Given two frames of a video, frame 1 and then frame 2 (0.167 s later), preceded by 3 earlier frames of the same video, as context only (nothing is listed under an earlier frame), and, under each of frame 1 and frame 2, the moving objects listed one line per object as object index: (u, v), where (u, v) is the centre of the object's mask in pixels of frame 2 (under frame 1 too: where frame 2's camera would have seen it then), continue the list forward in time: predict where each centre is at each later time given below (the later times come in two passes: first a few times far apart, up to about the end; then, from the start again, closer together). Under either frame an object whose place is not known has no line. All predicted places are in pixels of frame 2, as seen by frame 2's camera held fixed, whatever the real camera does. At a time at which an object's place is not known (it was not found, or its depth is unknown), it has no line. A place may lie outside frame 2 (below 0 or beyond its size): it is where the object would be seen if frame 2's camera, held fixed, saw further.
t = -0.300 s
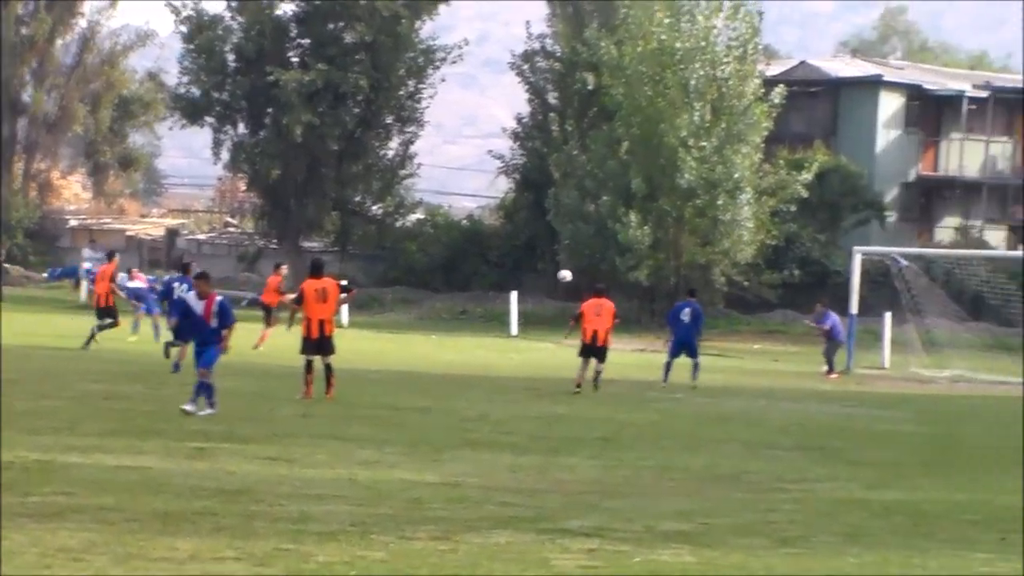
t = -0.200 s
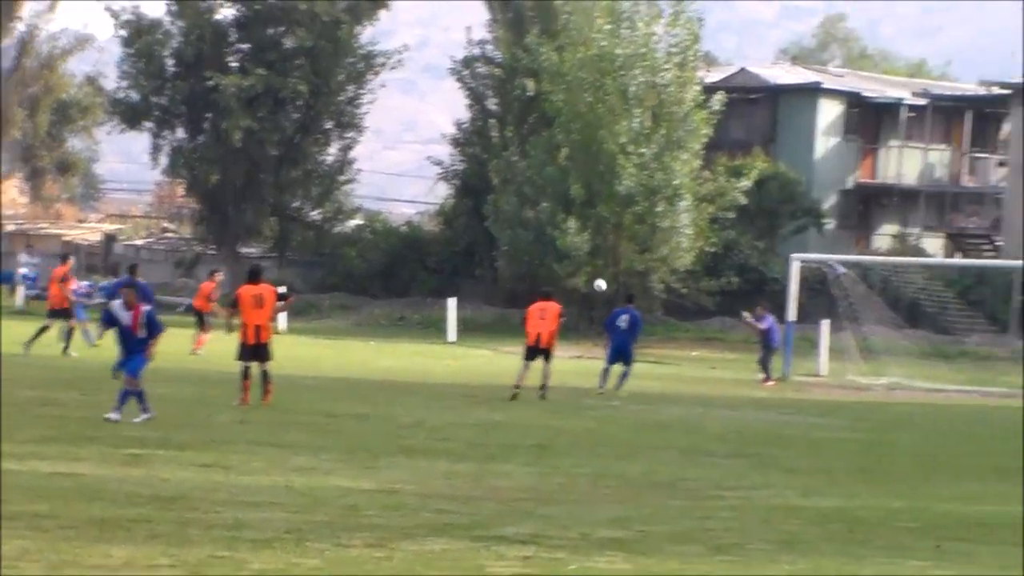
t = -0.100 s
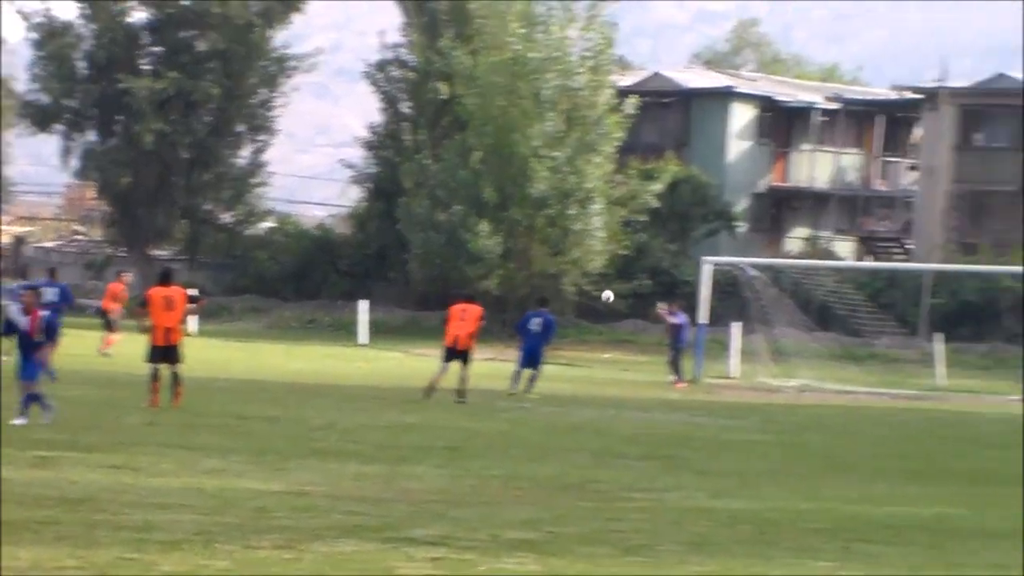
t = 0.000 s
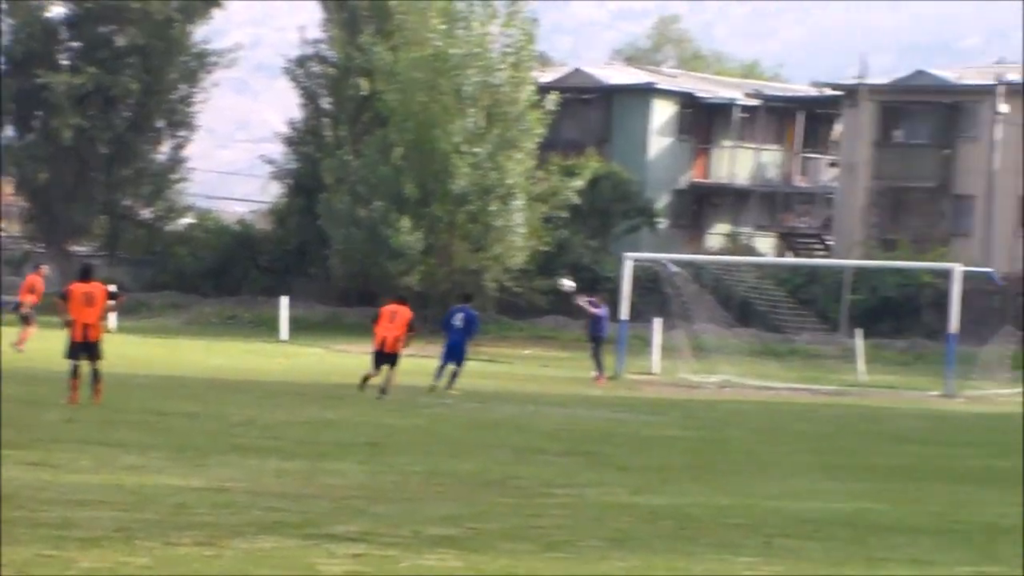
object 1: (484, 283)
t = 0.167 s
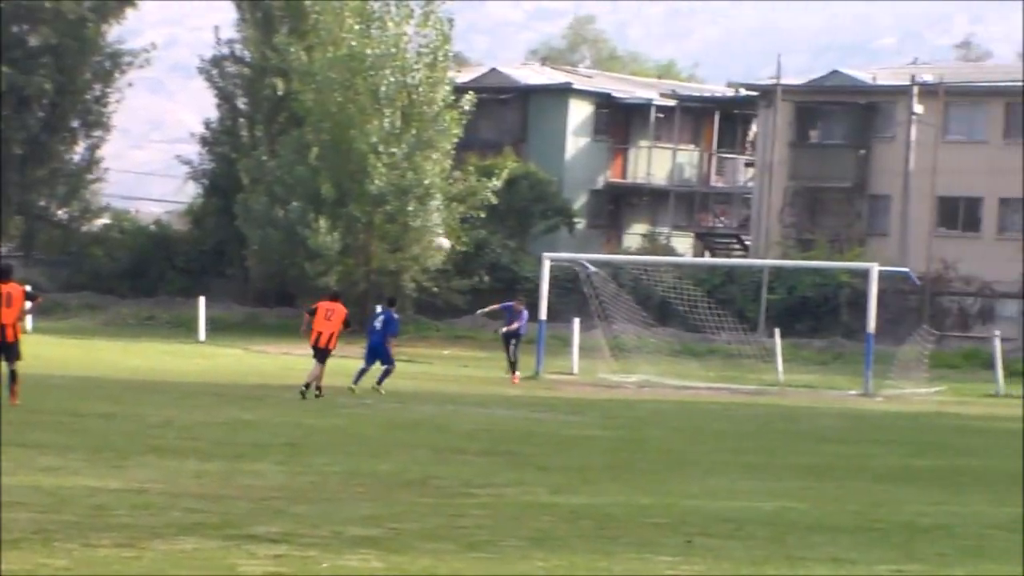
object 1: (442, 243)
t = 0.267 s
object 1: (416, 225)
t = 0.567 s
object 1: (335, 204)
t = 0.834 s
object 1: (259, 225)
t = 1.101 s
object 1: (178, 288)
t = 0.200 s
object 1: (435, 236)
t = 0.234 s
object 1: (425, 230)
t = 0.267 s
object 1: (416, 225)
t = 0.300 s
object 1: (407, 221)
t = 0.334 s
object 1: (398, 217)
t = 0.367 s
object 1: (390, 213)
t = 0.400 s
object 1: (381, 210)
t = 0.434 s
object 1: (372, 208)
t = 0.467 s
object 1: (362, 206)
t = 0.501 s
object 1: (353, 204)
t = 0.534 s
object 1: (344, 204)
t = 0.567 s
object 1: (335, 204)
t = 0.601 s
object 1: (326, 205)
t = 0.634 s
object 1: (316, 206)
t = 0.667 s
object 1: (307, 208)
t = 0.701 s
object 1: (298, 210)
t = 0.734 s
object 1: (288, 213)
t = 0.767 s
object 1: (279, 217)
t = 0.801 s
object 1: (269, 221)
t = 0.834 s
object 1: (259, 225)
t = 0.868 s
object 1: (249, 231)
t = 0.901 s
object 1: (239, 237)
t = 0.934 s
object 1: (229, 244)
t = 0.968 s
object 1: (218, 252)
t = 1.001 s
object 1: (208, 260)
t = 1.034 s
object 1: (198, 269)
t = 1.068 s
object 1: (188, 278)
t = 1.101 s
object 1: (178, 288)
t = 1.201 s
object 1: (146, 322)
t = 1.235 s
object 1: (136, 335)
